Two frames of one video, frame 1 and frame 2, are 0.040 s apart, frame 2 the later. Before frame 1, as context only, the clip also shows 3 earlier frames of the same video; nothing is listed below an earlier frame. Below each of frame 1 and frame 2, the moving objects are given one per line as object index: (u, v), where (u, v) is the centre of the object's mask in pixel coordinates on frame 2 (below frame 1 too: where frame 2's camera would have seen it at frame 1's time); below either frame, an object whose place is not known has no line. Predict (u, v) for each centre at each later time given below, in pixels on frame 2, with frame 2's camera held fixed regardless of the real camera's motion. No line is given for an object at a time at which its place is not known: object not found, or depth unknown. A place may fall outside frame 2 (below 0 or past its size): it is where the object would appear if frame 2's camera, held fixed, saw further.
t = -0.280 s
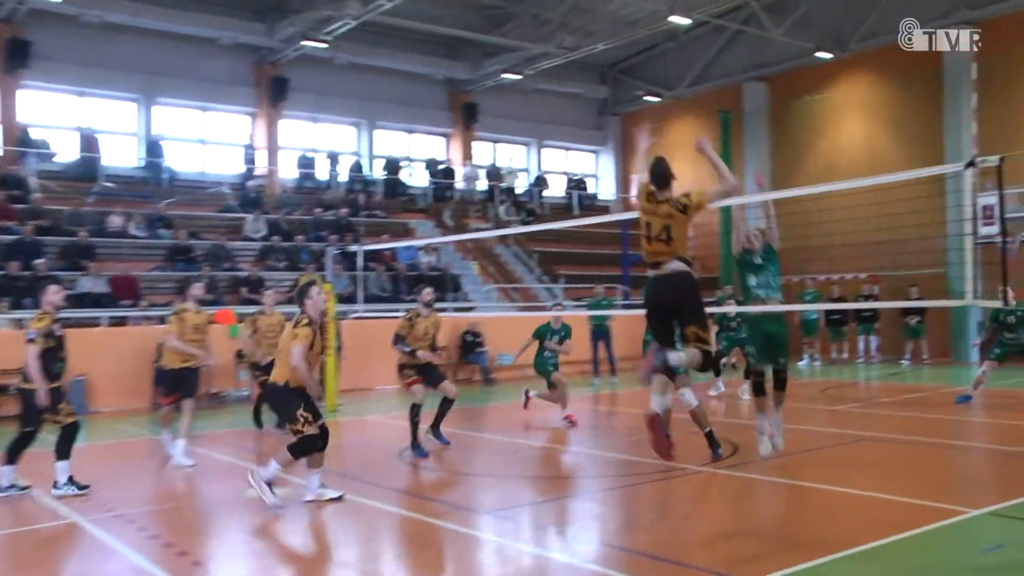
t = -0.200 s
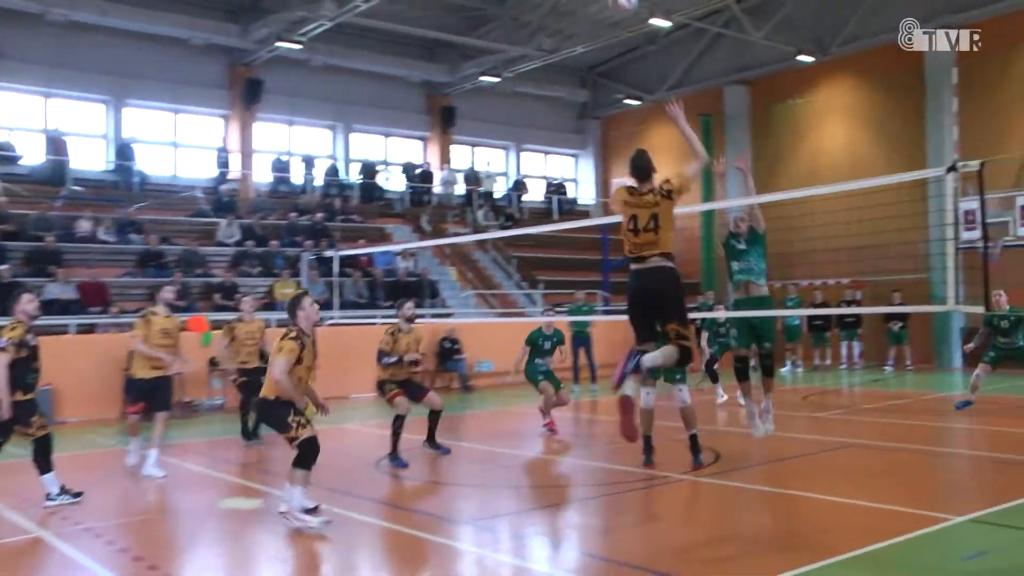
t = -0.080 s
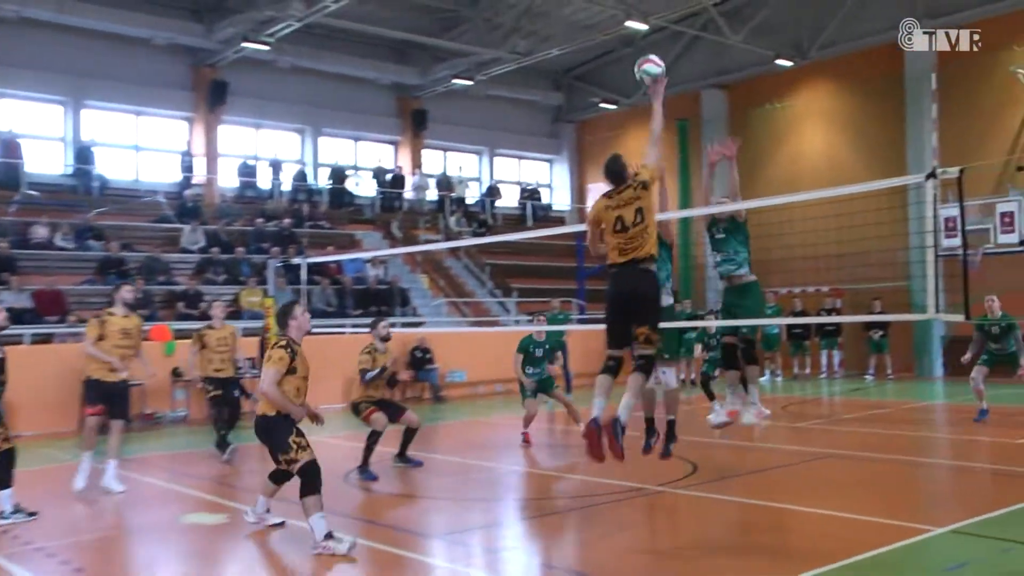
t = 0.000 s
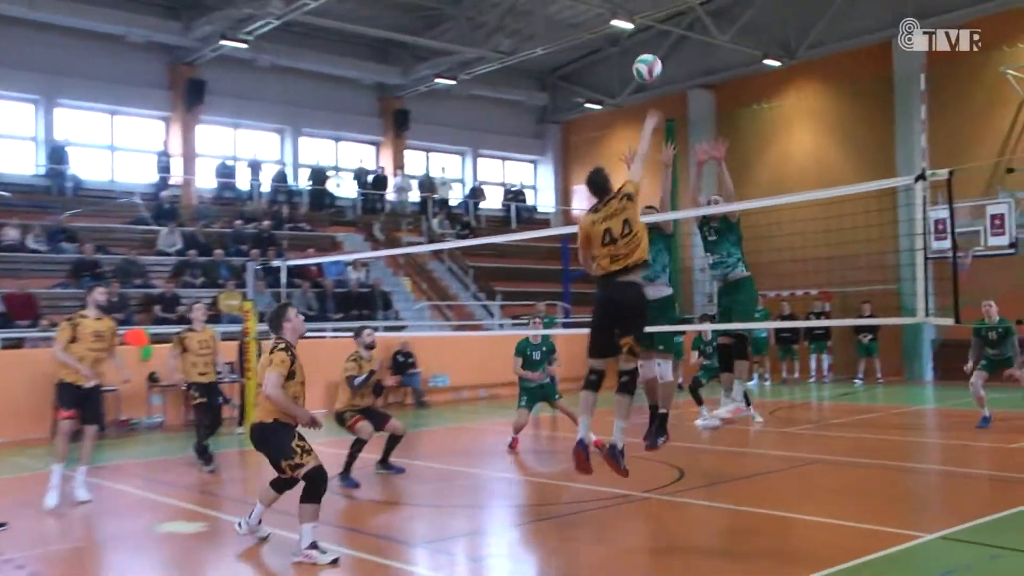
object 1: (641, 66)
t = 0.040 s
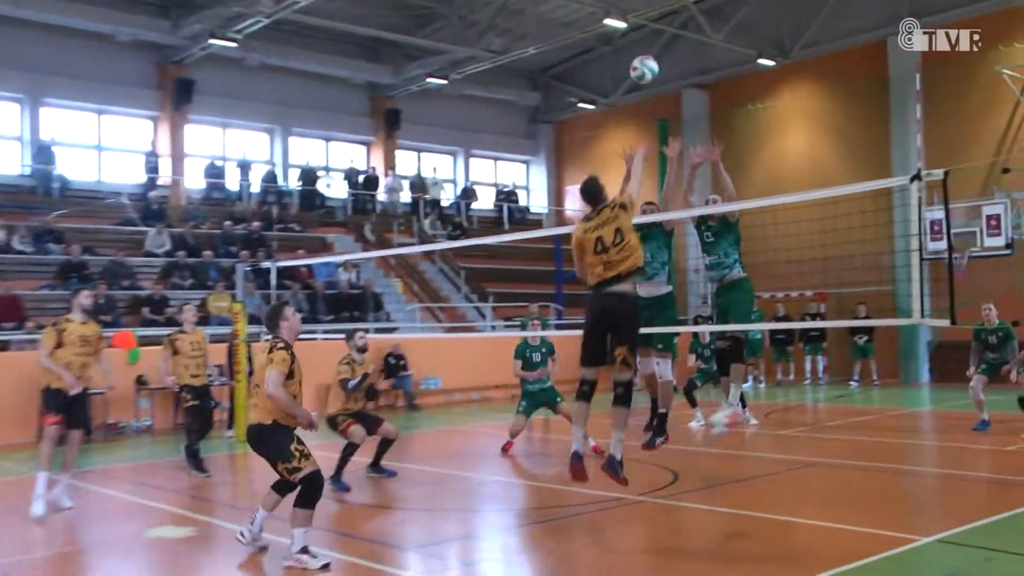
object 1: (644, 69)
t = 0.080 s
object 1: (647, 73)
